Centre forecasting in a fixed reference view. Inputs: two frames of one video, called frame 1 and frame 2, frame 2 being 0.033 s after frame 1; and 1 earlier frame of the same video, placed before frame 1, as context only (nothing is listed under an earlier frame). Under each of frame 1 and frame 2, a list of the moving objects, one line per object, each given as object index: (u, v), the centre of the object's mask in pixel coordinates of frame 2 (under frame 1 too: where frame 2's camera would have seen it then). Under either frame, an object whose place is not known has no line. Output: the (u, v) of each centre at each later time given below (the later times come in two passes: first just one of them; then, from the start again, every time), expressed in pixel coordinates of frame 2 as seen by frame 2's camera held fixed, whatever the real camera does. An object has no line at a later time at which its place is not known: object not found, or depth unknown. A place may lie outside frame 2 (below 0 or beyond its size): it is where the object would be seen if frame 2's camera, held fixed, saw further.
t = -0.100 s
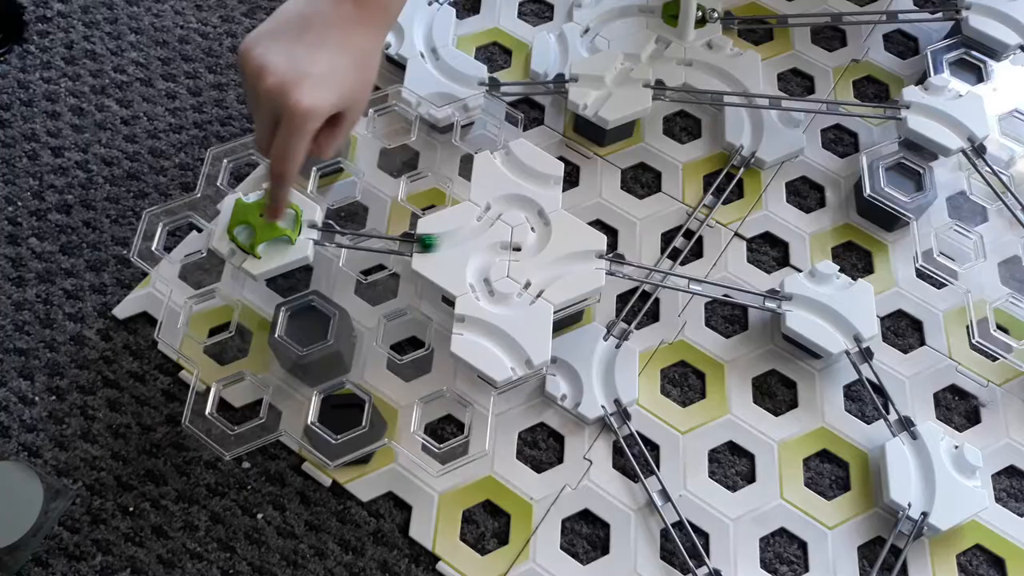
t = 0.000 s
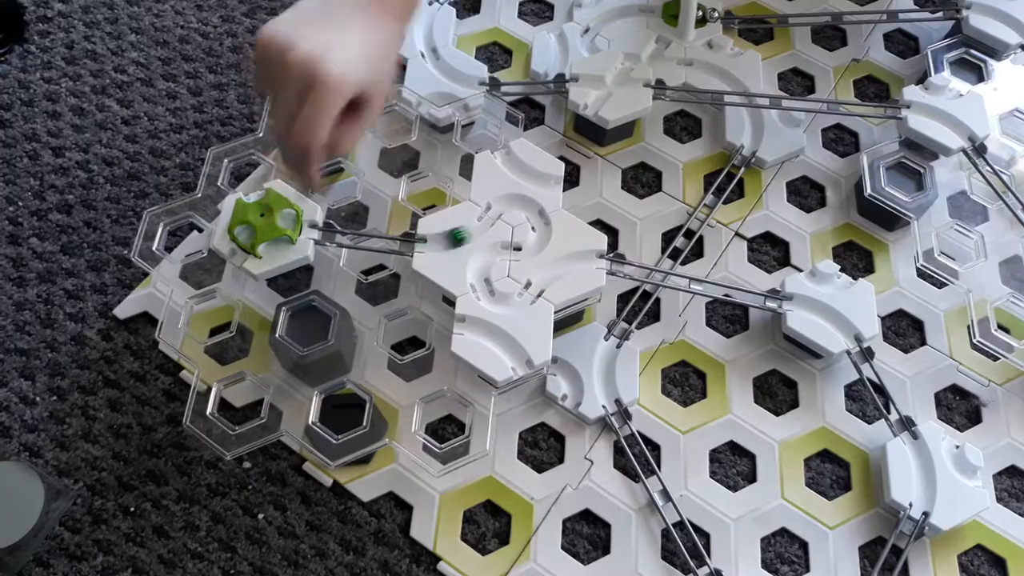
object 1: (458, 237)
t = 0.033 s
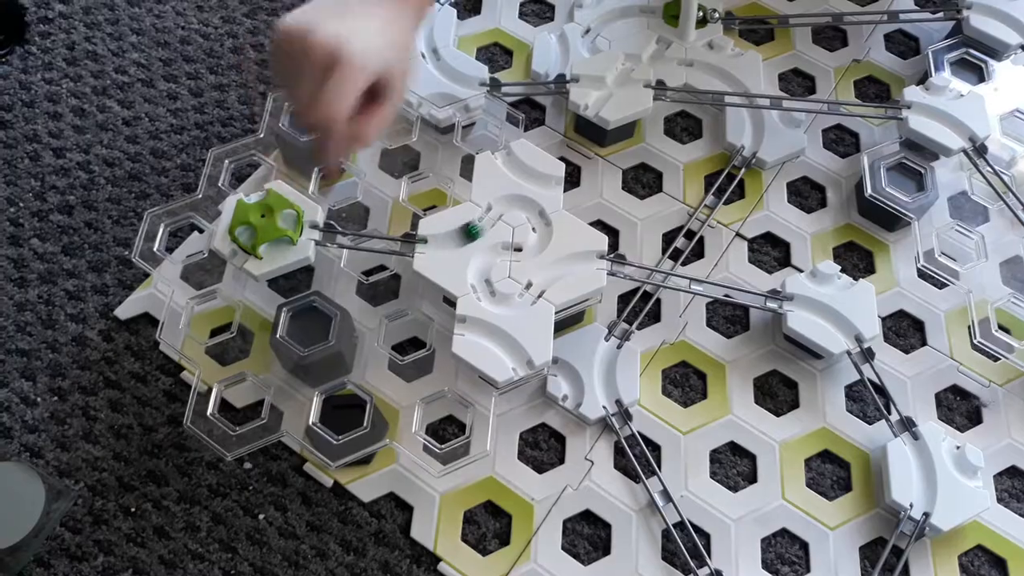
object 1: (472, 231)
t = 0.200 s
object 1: (525, 204)
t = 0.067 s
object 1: (483, 223)
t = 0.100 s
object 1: (490, 214)
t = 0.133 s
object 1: (502, 204)
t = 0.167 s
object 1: (512, 202)
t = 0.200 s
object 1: (525, 204)
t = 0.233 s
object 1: (534, 210)
